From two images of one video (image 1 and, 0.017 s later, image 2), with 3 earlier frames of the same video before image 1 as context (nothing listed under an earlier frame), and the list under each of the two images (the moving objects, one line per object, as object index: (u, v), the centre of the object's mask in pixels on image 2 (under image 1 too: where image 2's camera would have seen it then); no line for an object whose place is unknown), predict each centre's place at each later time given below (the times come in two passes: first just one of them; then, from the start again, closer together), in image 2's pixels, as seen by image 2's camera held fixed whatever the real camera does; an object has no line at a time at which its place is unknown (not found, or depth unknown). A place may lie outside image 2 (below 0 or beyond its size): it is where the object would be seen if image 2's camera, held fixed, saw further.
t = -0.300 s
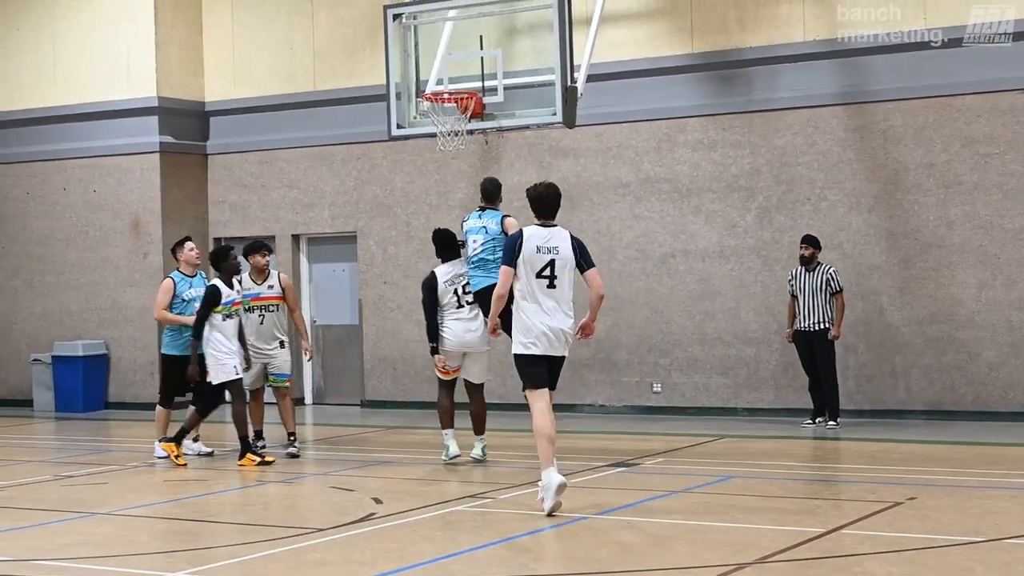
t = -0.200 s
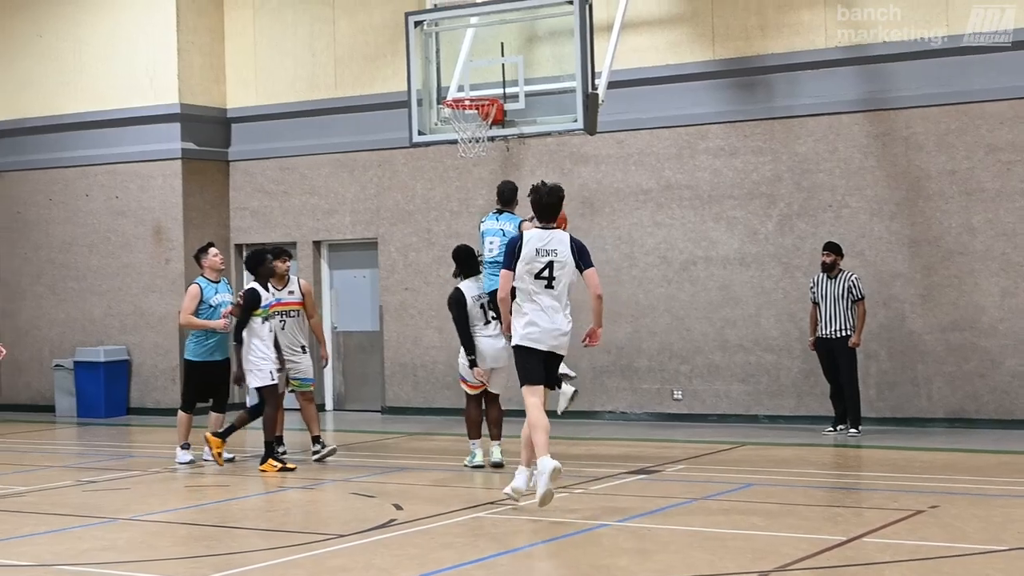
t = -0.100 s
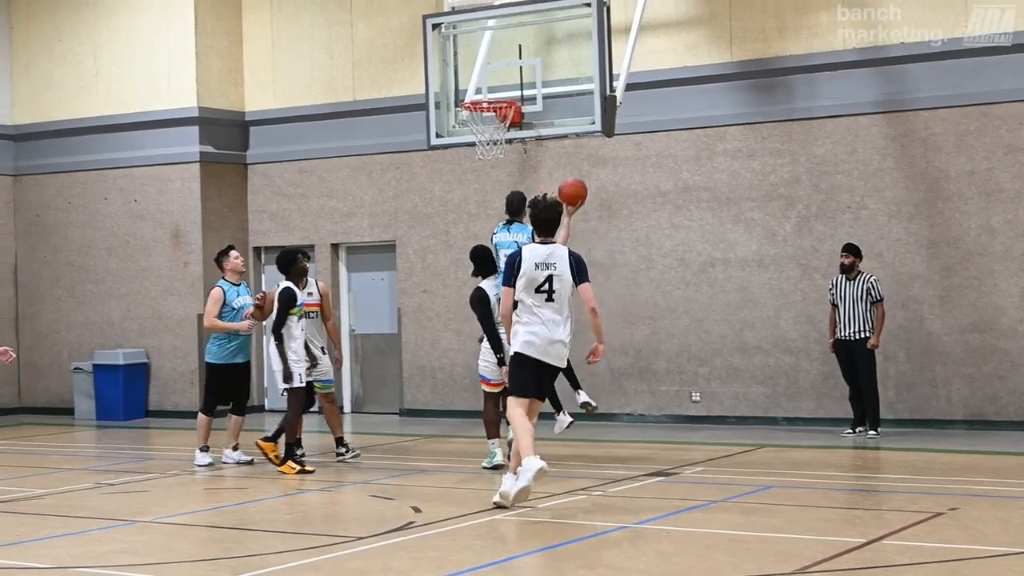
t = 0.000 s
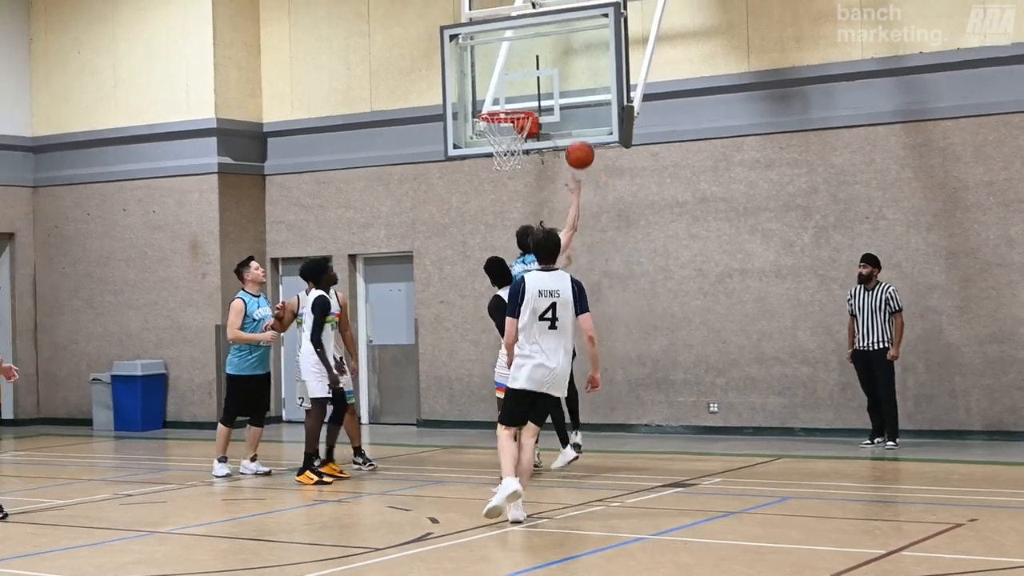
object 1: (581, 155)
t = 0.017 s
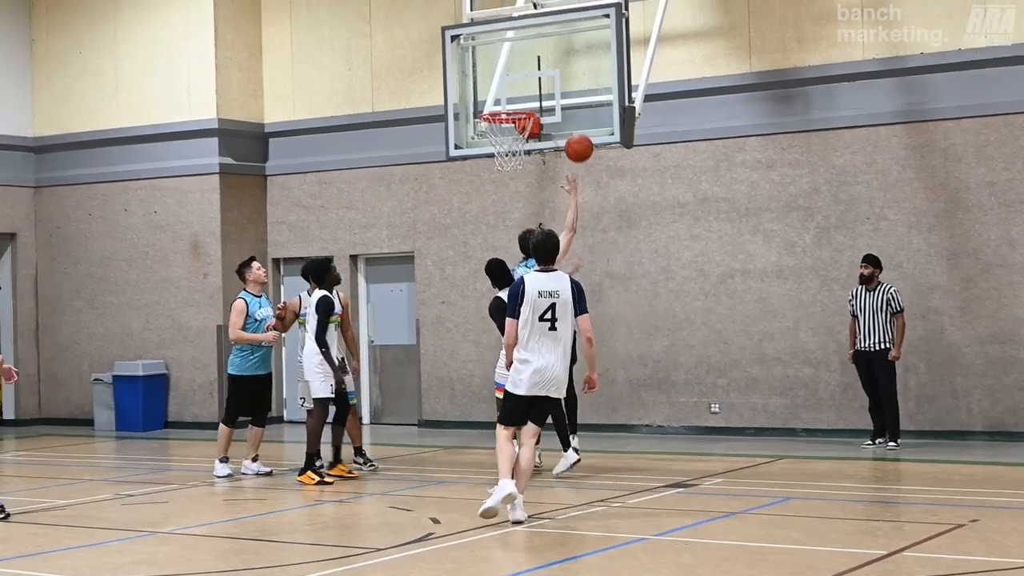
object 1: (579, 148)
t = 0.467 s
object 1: (512, 83)
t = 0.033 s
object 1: (576, 141)
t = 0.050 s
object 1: (574, 135)
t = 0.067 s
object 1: (572, 128)
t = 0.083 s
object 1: (570, 122)
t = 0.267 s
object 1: (546, 84)
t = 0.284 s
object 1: (545, 82)
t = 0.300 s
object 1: (543, 81)
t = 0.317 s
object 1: (539, 80)
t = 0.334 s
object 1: (536, 79)
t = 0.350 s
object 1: (533, 78)
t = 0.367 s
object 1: (530, 78)
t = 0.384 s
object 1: (527, 78)
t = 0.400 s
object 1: (524, 78)
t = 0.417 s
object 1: (521, 79)
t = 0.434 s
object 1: (518, 80)
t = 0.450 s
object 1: (515, 81)
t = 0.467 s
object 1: (512, 83)
